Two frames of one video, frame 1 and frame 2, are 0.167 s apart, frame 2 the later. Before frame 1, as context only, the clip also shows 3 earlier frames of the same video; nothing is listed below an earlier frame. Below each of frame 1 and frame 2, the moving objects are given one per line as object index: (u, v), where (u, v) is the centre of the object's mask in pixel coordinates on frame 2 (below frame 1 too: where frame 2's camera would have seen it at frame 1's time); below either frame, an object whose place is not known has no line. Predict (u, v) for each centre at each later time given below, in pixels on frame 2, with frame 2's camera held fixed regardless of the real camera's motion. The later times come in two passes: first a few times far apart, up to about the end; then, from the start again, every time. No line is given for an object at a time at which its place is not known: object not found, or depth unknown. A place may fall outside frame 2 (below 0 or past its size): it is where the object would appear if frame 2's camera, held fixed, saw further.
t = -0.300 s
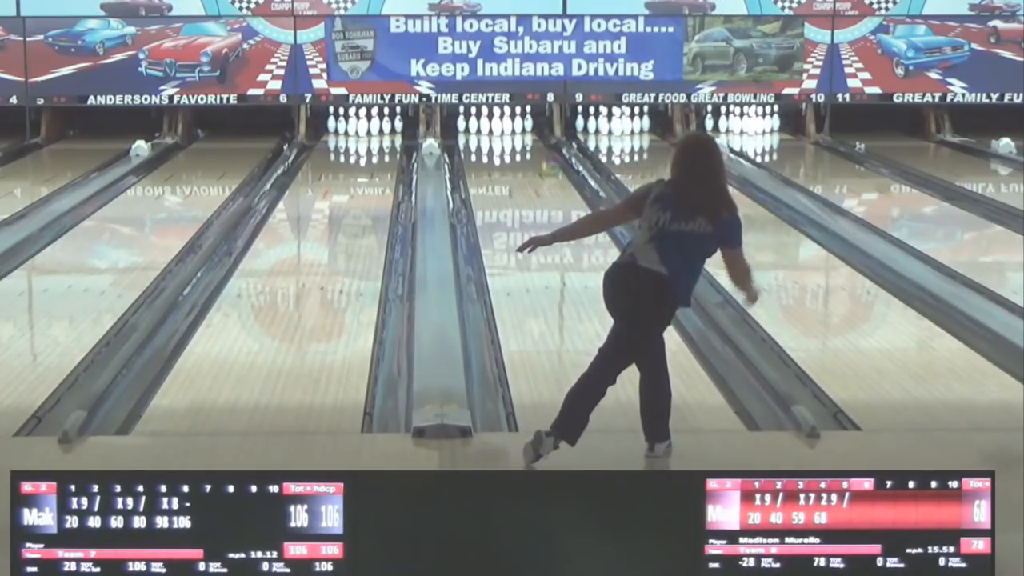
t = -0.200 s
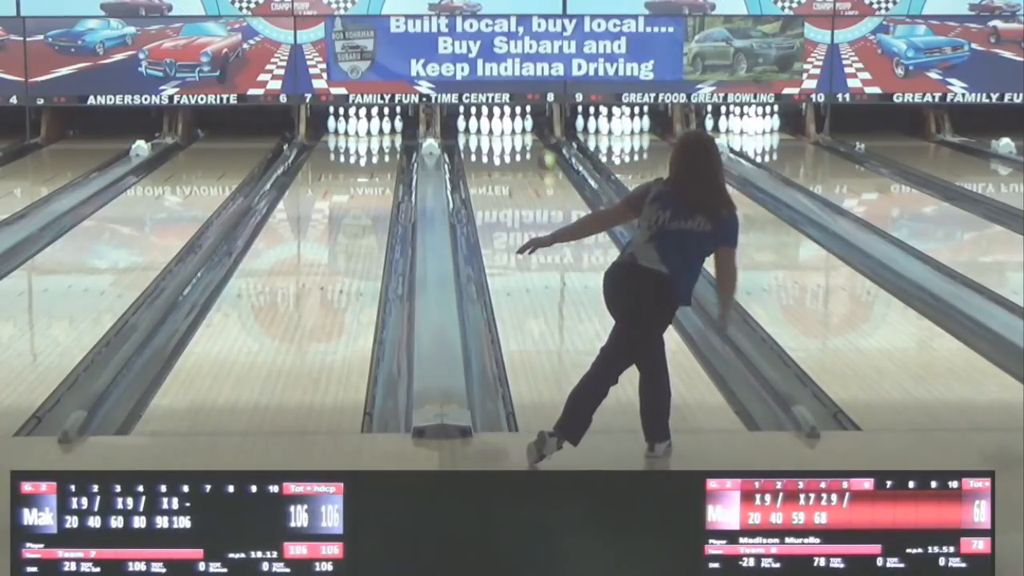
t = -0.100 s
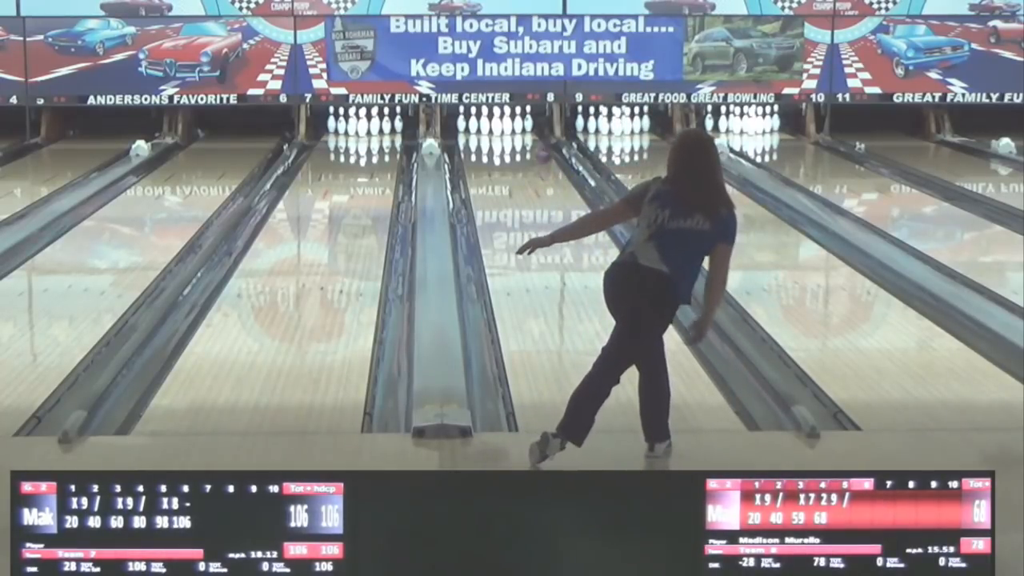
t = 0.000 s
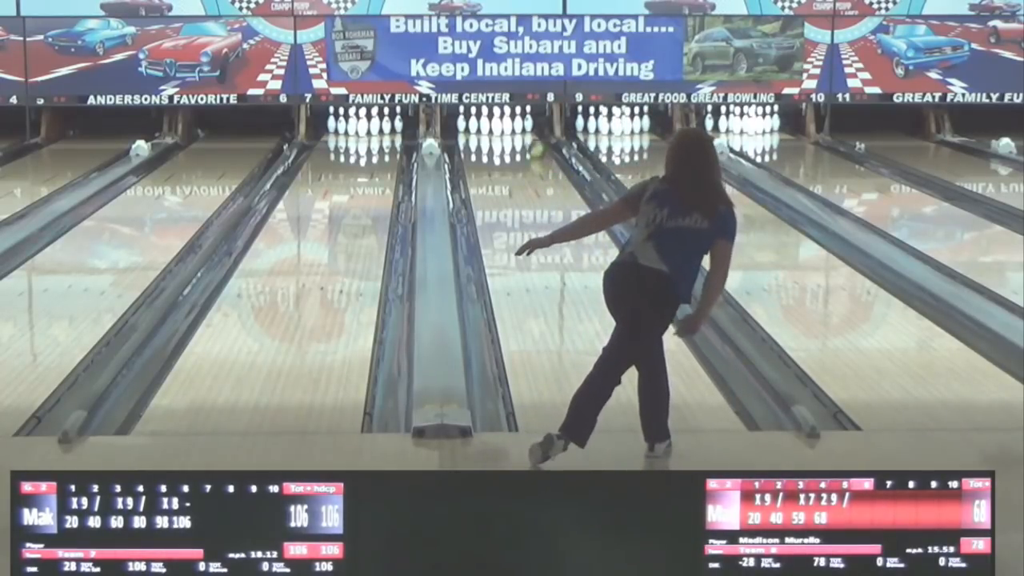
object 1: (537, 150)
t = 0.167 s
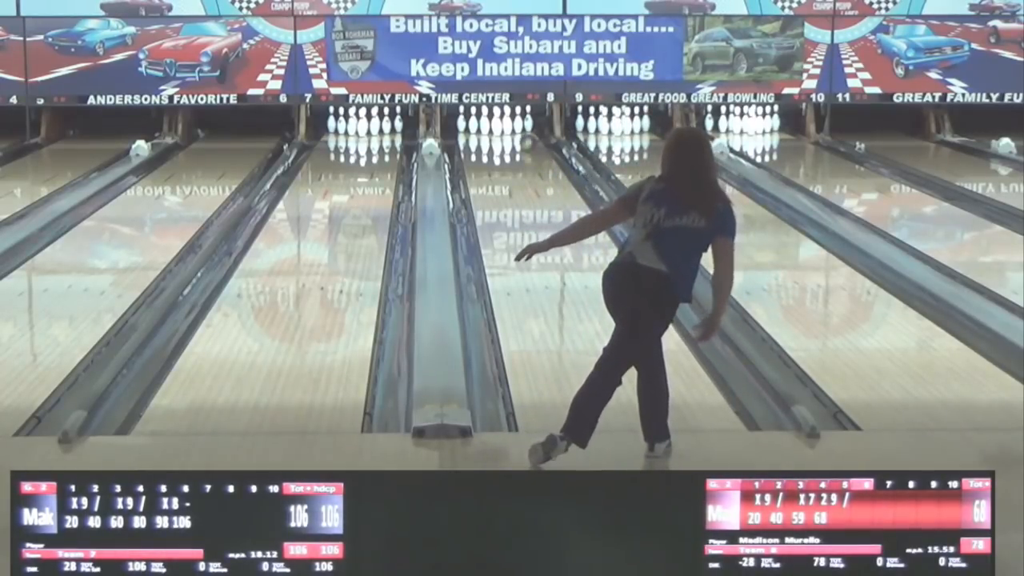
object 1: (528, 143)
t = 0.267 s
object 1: (521, 139)
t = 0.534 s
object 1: (505, 129)
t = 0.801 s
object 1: (504, 125)
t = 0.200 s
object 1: (526, 142)
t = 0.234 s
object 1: (523, 140)
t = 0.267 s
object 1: (521, 139)
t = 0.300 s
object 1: (520, 138)
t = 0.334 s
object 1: (518, 136)
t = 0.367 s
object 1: (516, 135)
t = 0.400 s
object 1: (514, 134)
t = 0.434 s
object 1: (512, 133)
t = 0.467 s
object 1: (510, 132)
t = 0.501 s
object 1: (507, 131)
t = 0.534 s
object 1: (505, 129)
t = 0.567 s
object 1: (505, 129)
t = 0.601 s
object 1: (505, 128)
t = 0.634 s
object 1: (505, 128)
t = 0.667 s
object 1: (508, 127)
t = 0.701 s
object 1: (502, 126)
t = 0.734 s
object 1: (503, 126)
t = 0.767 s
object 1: (502, 126)
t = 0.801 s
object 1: (504, 125)
